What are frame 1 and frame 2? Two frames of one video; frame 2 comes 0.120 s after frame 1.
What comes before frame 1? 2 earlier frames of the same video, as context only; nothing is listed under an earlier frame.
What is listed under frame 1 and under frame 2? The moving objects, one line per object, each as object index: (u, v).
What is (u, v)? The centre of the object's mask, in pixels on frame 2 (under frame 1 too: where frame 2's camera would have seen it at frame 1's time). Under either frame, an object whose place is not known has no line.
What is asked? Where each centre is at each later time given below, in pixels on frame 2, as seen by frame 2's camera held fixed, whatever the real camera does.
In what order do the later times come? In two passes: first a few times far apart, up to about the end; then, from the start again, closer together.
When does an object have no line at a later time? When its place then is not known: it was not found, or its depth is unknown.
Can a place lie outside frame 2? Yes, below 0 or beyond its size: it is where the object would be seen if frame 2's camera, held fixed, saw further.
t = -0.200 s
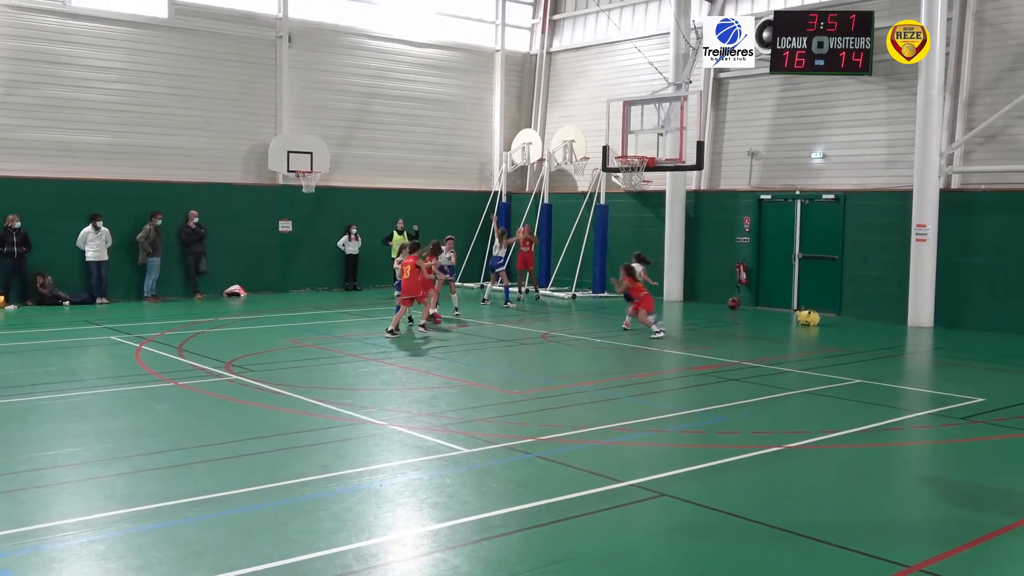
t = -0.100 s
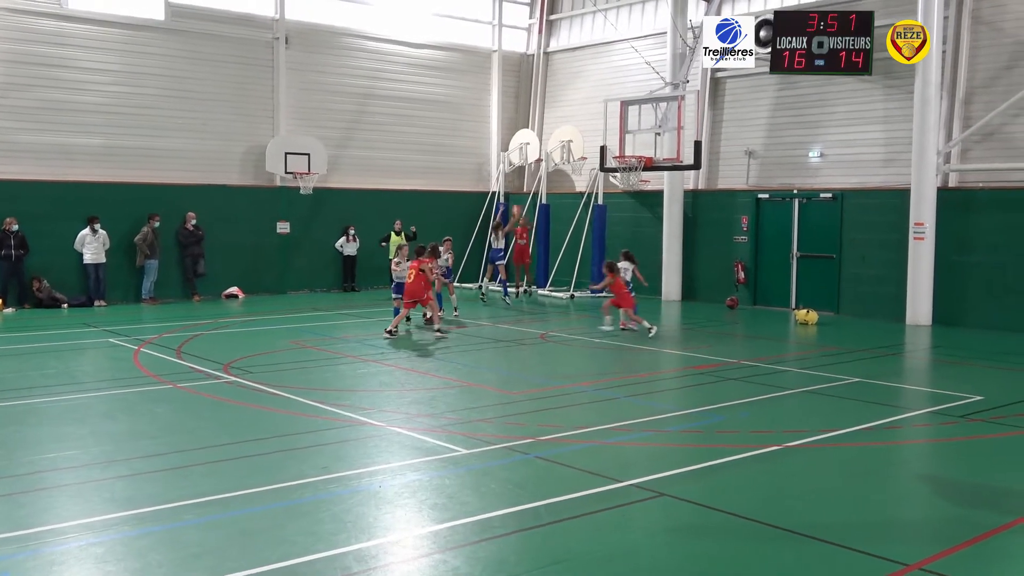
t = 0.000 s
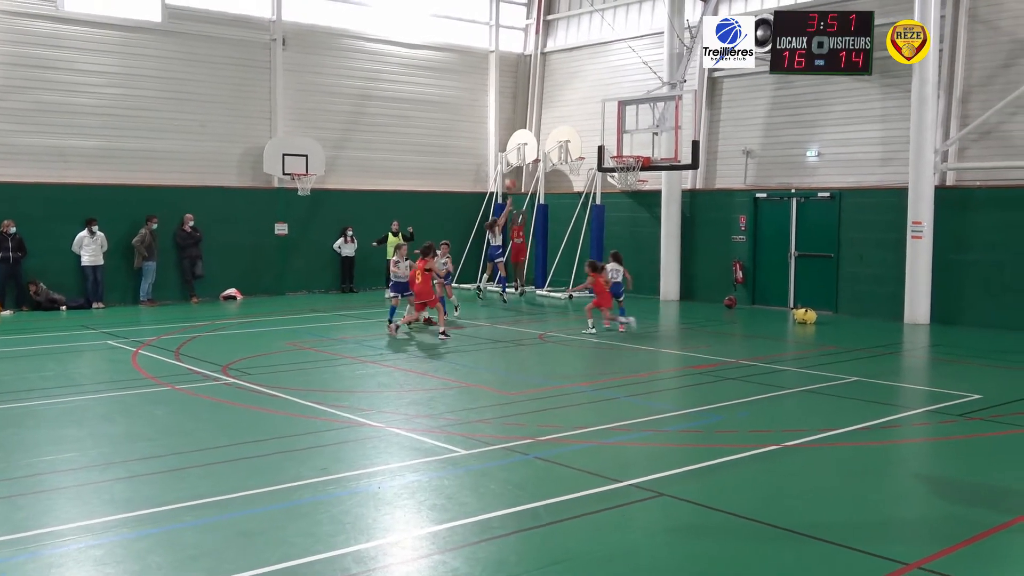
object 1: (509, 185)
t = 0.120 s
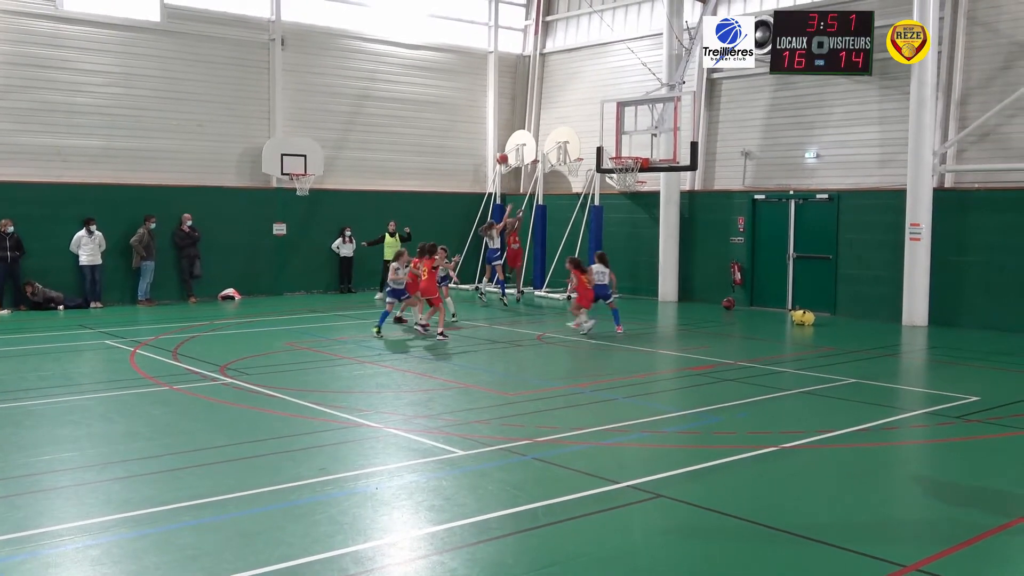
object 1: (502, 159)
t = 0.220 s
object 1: (497, 141)
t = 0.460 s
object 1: (483, 117)
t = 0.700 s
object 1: (468, 127)
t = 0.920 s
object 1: (452, 173)
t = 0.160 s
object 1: (500, 151)
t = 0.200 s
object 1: (498, 144)
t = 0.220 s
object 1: (497, 141)
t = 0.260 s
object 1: (495, 135)
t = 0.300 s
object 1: (493, 130)
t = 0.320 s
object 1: (492, 127)
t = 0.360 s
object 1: (490, 123)
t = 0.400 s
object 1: (487, 120)
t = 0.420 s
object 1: (486, 119)
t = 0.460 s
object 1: (483, 117)
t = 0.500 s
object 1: (481, 116)
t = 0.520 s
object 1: (480, 116)
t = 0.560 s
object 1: (477, 117)
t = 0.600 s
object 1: (475, 119)
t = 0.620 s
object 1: (474, 120)
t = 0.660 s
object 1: (471, 123)
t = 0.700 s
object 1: (468, 127)
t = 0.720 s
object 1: (467, 130)
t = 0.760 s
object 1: (464, 136)
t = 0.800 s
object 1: (461, 144)
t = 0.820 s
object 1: (459, 148)
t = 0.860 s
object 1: (456, 157)
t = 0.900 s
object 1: (453, 168)
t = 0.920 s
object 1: (452, 173)
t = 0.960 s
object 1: (449, 186)
